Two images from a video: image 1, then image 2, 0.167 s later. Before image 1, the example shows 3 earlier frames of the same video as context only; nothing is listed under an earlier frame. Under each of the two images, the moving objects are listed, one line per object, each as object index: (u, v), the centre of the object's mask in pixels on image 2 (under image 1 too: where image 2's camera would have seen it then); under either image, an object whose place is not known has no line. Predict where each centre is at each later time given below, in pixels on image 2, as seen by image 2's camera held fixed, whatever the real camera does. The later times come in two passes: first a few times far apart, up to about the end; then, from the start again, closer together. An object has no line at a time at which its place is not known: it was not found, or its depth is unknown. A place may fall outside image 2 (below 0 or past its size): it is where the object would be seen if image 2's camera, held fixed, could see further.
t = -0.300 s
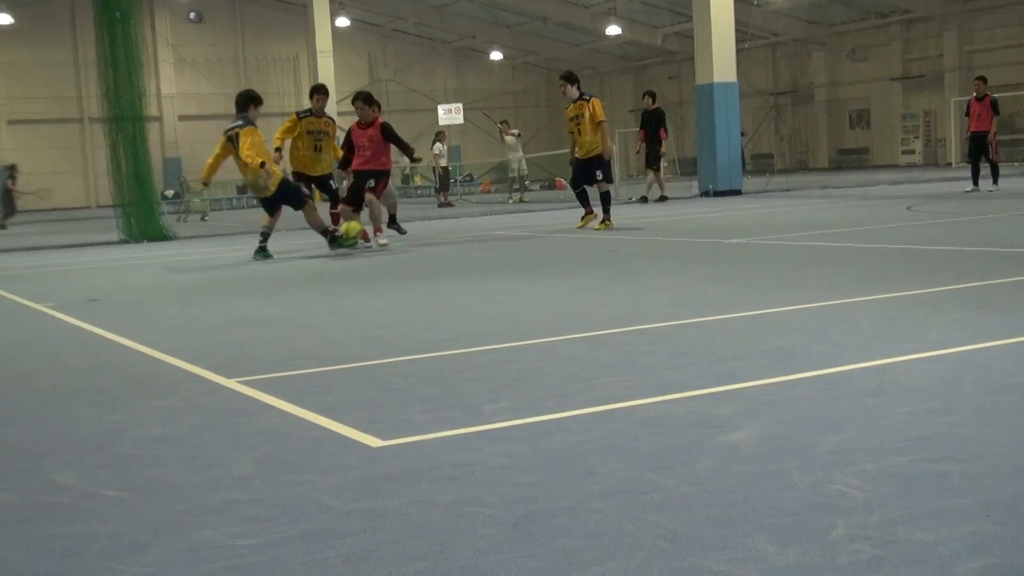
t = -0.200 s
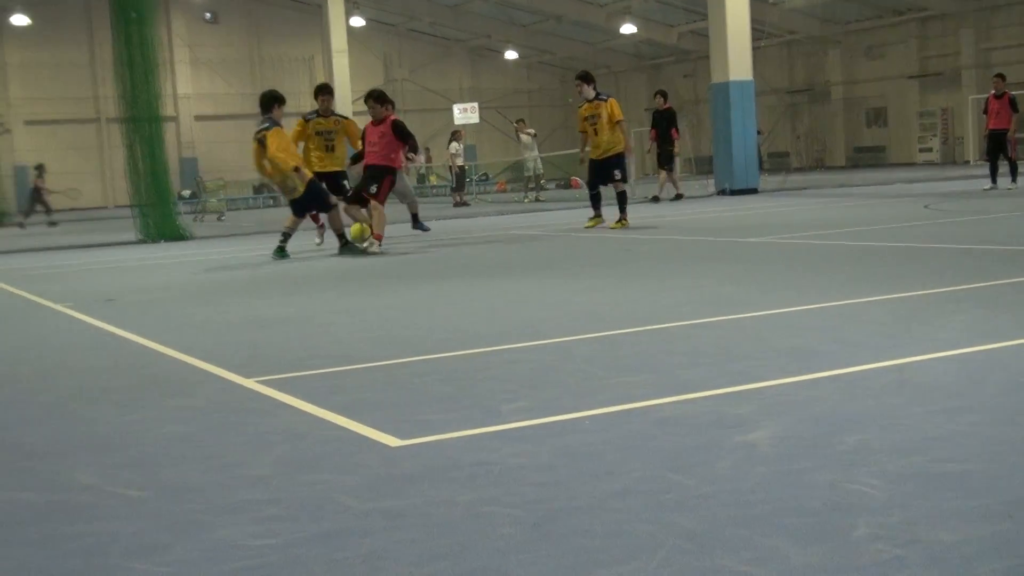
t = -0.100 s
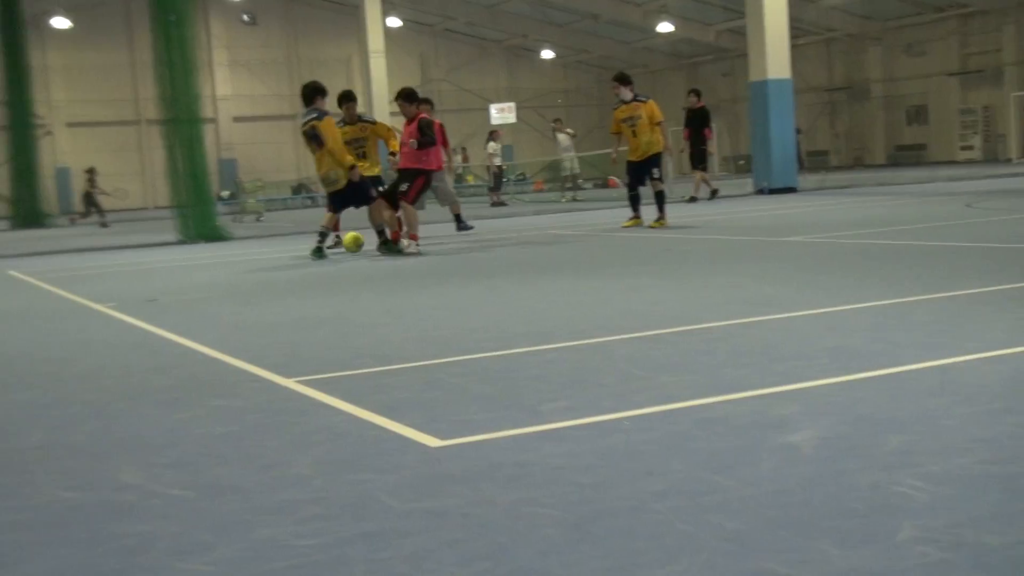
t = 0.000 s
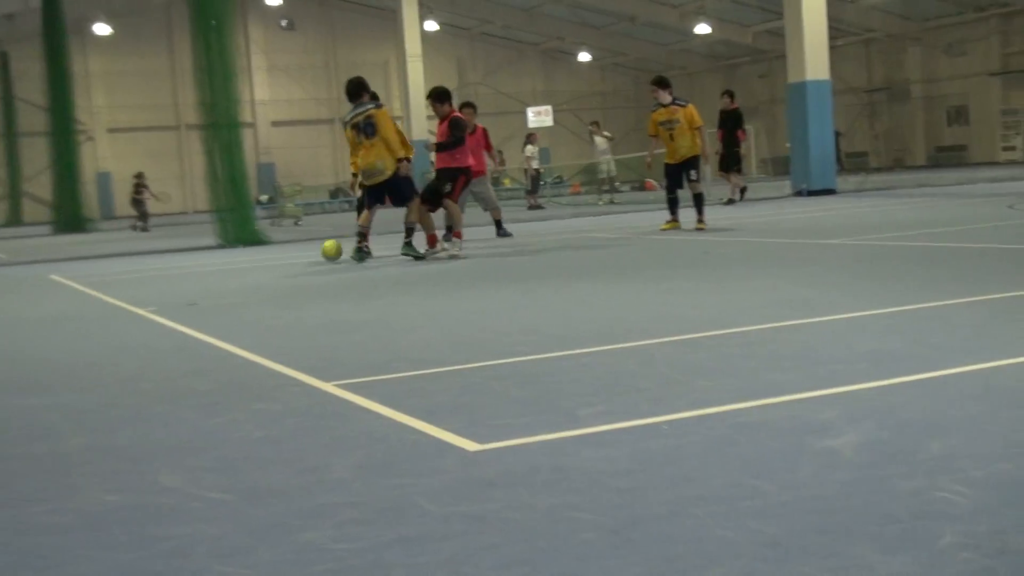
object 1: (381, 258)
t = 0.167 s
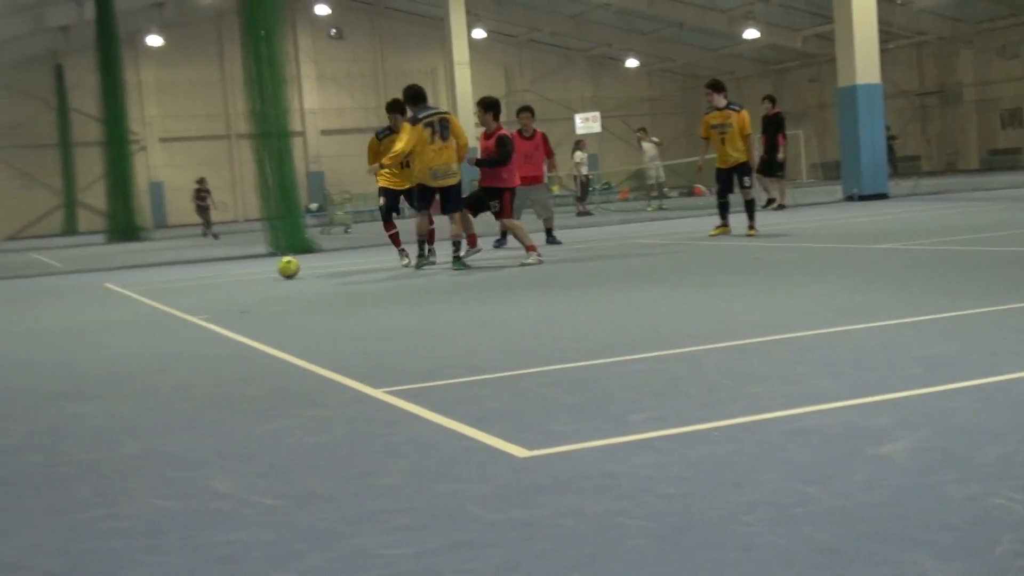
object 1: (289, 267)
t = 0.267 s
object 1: (237, 272)
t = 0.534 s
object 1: (111, 284)
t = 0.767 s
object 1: (3, 295)
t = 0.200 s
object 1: (271, 269)
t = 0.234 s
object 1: (254, 271)
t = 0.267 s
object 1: (237, 272)
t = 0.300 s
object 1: (221, 274)
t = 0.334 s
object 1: (204, 276)
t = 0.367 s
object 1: (189, 277)
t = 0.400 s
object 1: (173, 279)
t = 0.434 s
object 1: (157, 280)
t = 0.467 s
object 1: (142, 281)
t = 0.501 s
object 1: (126, 283)
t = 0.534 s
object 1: (111, 284)
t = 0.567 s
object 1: (95, 286)
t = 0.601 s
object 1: (80, 287)
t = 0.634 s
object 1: (65, 289)
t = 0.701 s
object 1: (34, 292)
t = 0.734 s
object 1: (19, 294)
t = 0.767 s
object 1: (3, 295)
